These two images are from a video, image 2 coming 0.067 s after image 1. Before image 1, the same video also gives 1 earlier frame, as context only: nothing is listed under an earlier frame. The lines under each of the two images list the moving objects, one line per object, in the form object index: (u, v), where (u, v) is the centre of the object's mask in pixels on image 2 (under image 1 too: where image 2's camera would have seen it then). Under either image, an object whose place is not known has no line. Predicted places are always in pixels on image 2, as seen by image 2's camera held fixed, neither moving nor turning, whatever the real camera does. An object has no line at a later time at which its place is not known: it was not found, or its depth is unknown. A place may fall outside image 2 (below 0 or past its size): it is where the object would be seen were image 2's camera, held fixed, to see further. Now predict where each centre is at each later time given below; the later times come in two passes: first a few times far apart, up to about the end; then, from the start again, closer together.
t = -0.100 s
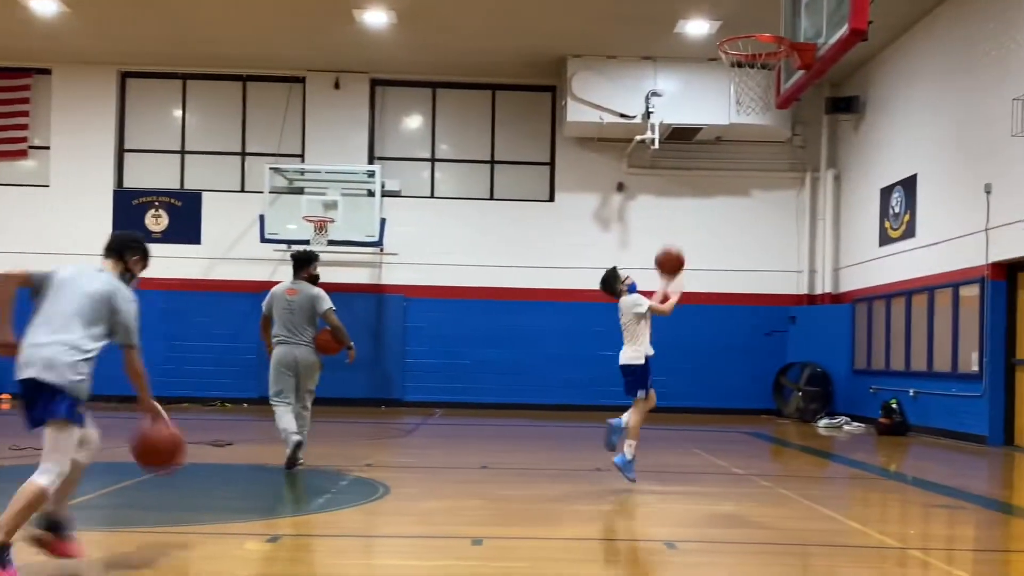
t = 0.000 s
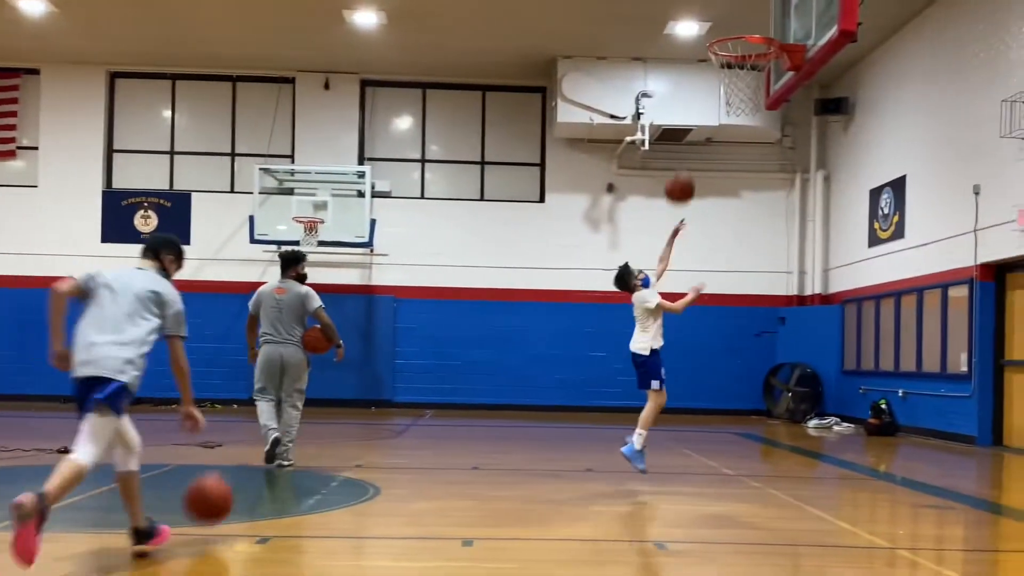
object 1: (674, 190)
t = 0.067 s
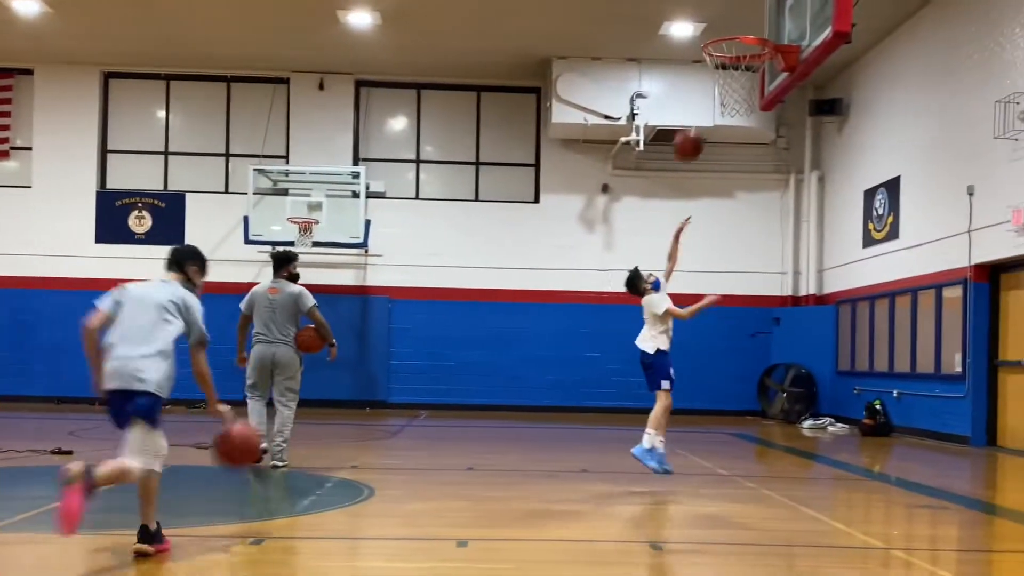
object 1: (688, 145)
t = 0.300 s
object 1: (737, 26)
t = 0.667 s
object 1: (748, 2)
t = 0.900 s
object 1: (716, 80)
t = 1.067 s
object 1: (717, 139)
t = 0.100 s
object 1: (695, 124)
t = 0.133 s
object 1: (701, 105)
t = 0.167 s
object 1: (707, 88)
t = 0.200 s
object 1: (706, 76)
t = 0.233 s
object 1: (724, 49)
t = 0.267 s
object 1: (730, 41)
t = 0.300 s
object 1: (737, 26)
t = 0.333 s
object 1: (744, 20)
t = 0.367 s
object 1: (750, 11)
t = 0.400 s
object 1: (758, 6)
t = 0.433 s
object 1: (763, 2)
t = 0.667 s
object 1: (748, 2)
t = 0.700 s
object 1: (743, 7)
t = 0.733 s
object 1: (739, 15)
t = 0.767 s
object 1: (734, 24)
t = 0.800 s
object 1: (729, 39)
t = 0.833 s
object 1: (723, 53)
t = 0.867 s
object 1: (717, 66)
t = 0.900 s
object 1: (716, 80)
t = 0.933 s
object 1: (715, 91)
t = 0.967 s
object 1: (716, 99)
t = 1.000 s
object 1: (718, 110)
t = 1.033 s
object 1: (717, 124)
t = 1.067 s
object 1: (717, 139)
